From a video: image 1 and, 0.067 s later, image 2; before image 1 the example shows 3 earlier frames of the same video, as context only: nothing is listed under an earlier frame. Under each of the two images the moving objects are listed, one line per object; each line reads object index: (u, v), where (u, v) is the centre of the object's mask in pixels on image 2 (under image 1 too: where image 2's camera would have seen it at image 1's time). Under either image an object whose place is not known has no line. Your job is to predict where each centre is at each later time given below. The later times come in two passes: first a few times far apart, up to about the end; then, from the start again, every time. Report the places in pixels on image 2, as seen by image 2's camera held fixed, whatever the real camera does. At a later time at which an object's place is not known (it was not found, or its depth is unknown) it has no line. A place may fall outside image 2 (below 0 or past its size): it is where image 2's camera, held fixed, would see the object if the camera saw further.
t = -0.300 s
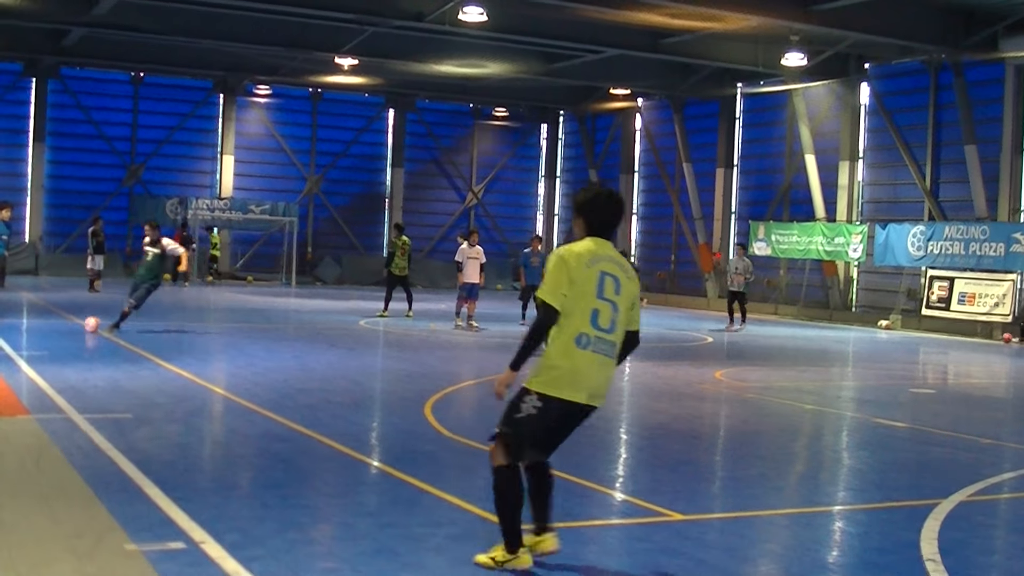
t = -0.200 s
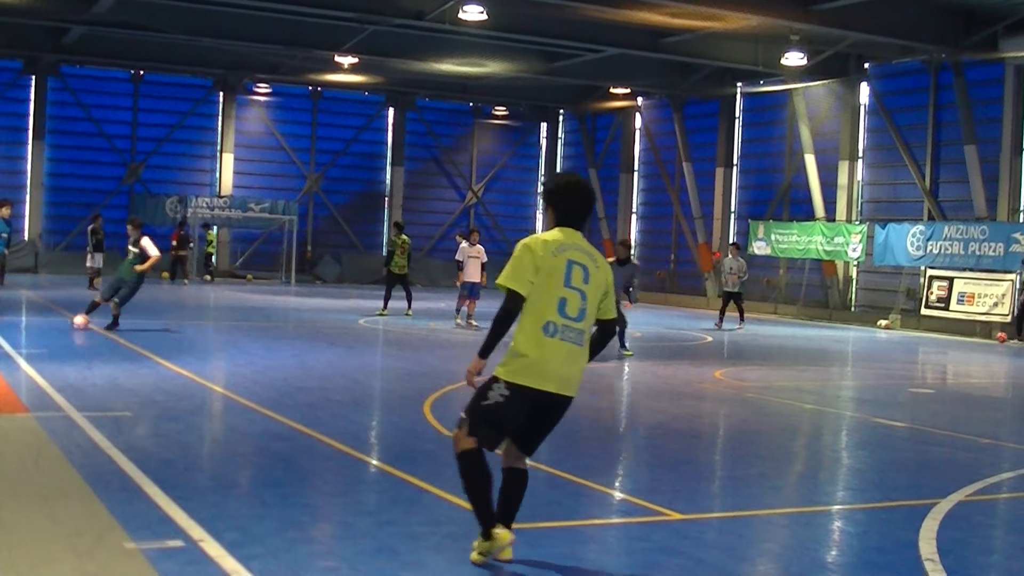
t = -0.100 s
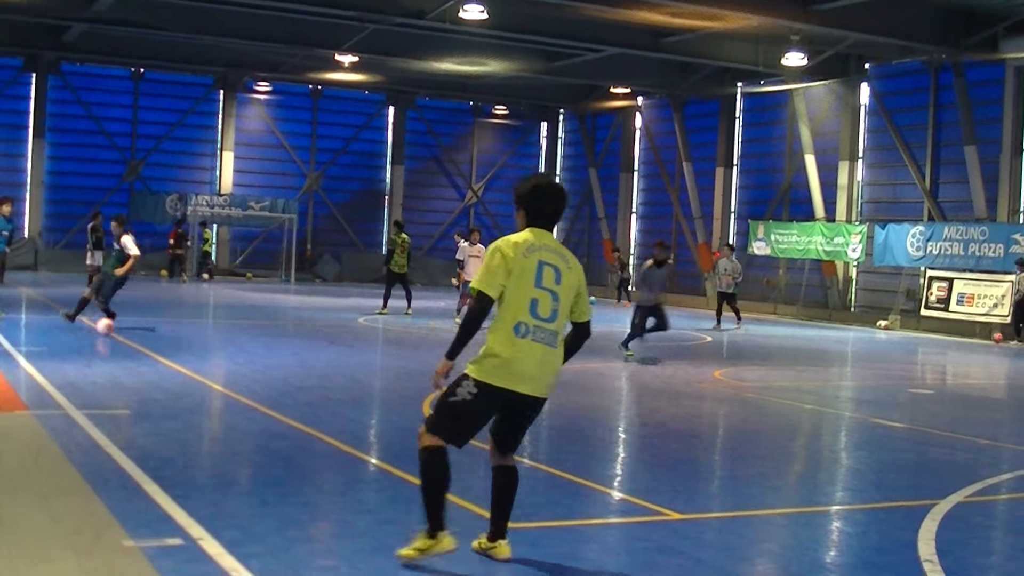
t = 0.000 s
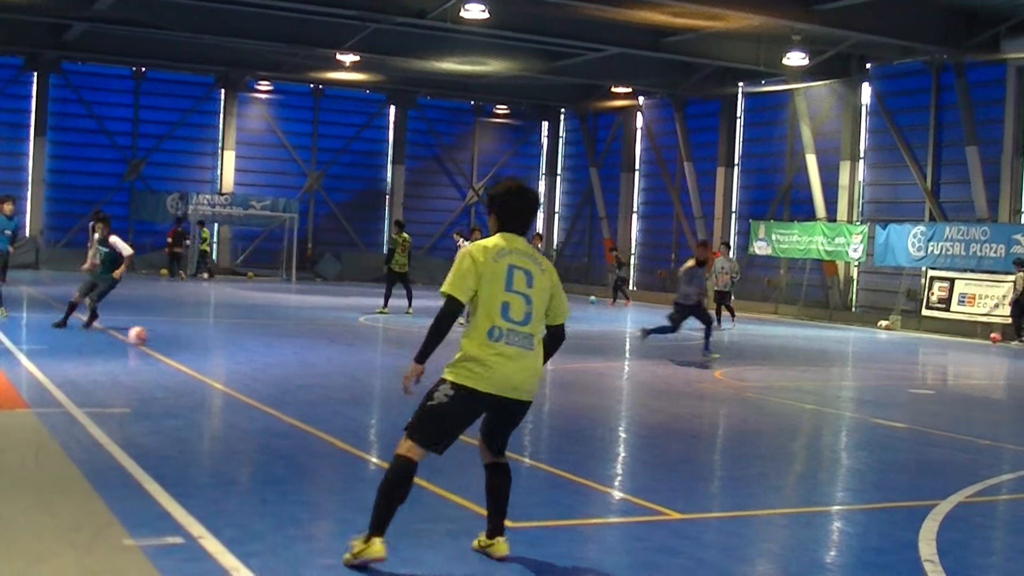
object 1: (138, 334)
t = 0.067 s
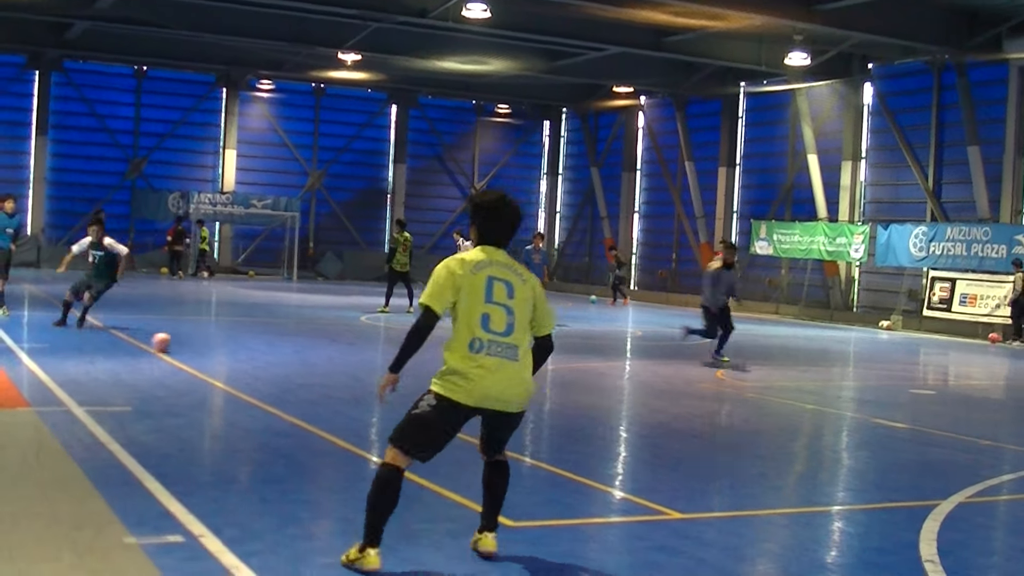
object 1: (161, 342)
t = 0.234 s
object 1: (226, 362)
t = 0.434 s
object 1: (322, 393)
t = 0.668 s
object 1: (470, 438)
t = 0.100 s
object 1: (173, 346)
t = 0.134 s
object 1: (185, 350)
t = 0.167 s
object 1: (199, 354)
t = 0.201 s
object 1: (212, 357)
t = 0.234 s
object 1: (226, 362)
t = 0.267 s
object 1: (241, 367)
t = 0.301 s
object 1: (256, 371)
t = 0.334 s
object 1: (272, 377)
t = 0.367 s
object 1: (286, 384)
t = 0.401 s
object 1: (303, 388)
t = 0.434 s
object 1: (322, 393)
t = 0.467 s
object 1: (340, 398)
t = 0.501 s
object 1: (360, 405)
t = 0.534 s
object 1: (380, 411)
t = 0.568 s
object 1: (402, 418)
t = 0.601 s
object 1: (424, 425)
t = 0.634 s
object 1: (445, 432)
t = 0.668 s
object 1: (470, 438)
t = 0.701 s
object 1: (494, 443)
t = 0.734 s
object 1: (519, 448)
